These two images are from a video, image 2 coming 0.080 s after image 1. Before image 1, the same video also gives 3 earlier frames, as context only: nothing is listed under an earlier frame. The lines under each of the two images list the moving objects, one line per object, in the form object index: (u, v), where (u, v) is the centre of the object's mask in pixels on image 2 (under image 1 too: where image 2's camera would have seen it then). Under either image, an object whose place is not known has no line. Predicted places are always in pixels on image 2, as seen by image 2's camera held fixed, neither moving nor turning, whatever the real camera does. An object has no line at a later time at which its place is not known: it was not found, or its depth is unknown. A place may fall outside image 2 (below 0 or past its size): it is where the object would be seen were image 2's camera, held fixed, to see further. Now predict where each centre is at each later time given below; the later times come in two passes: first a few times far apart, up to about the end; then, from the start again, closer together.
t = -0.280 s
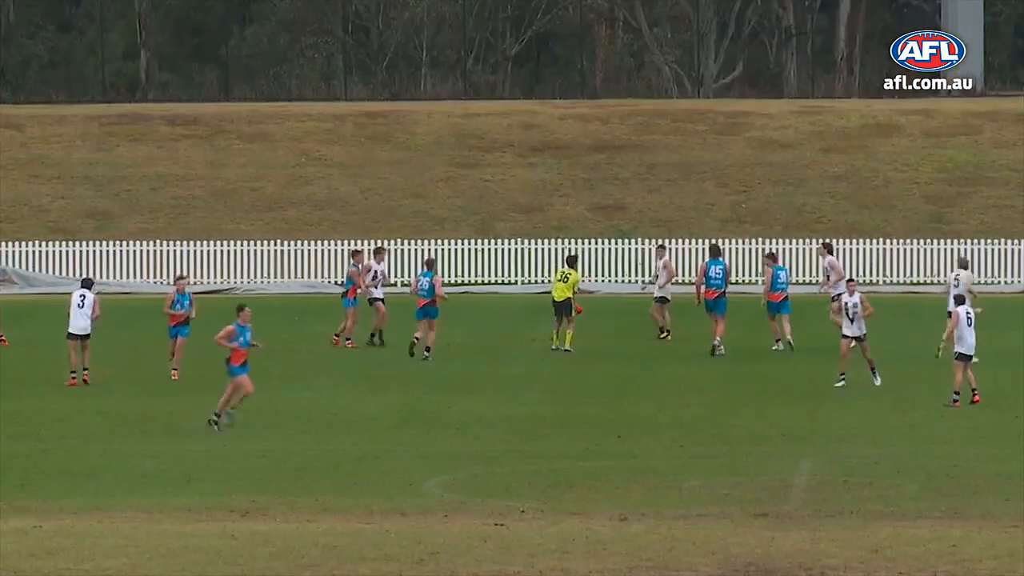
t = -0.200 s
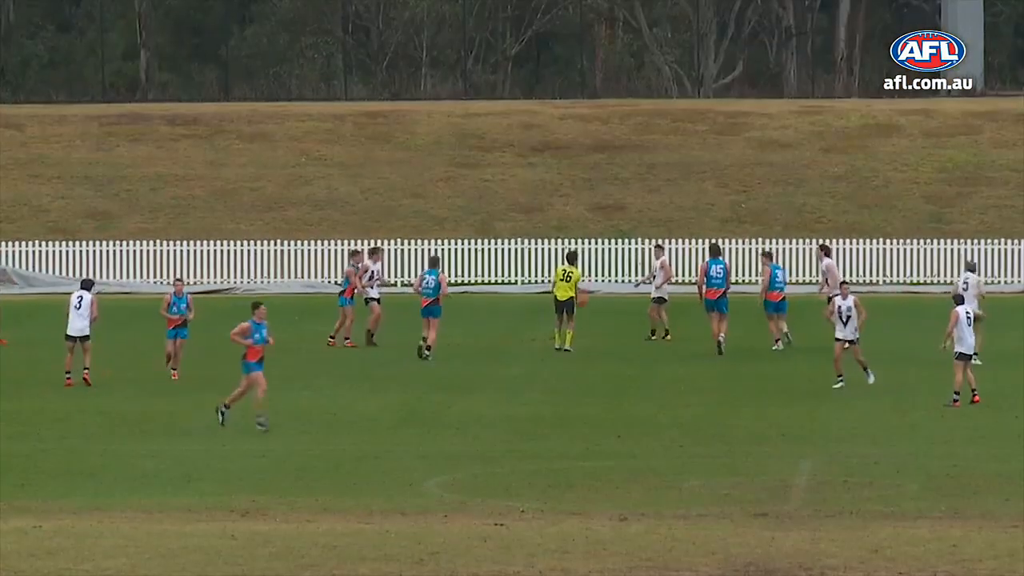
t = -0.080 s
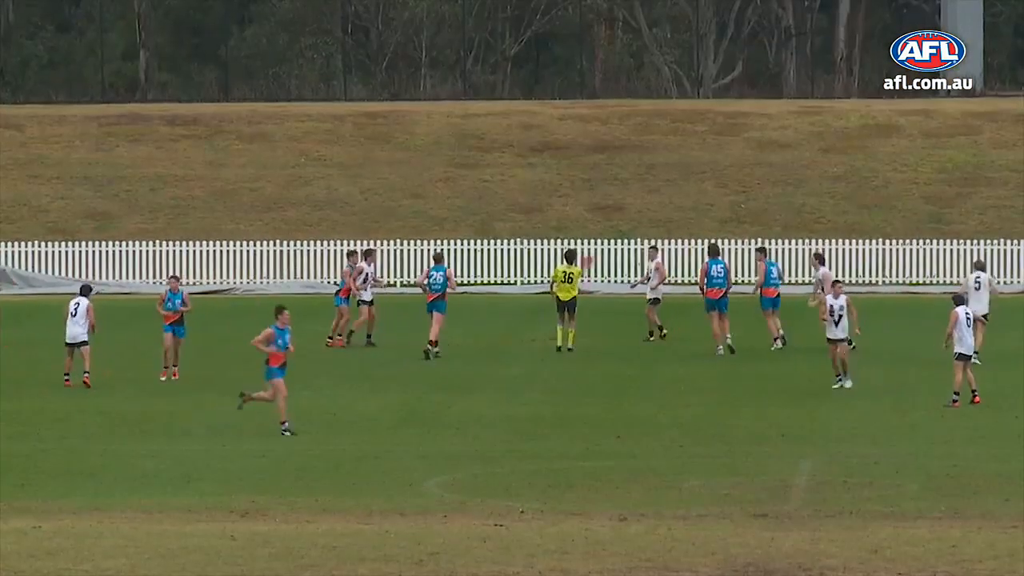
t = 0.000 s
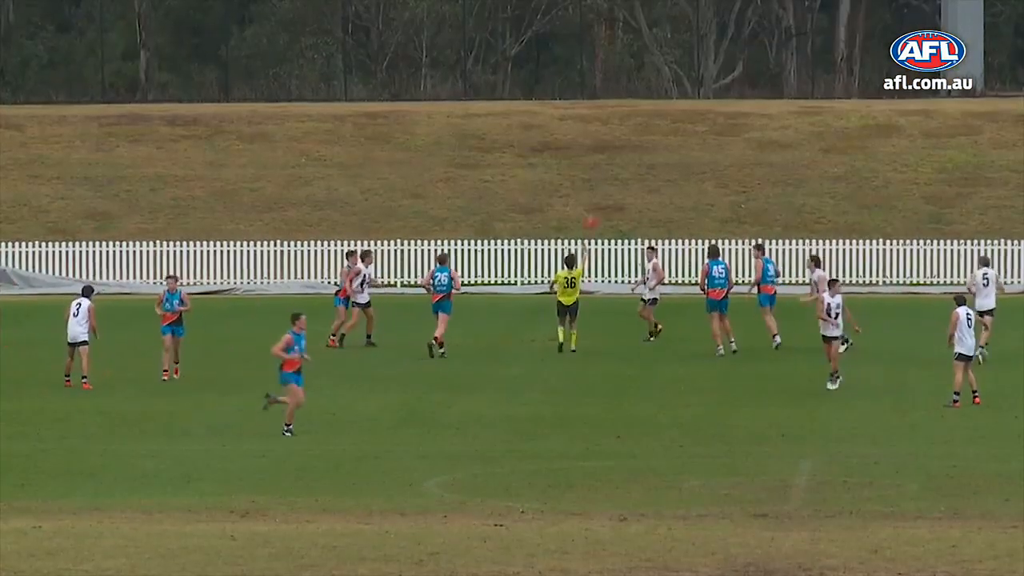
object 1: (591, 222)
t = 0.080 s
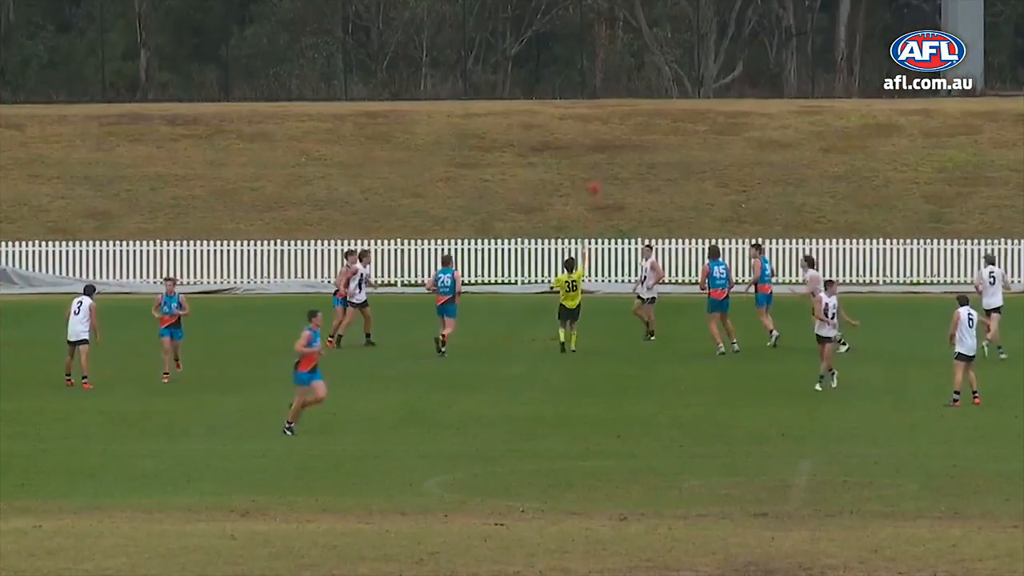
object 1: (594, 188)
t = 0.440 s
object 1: (605, 84)
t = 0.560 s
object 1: (608, 65)
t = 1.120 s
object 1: (626, 89)
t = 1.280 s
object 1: (631, 122)
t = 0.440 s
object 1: (605, 84)
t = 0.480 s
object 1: (607, 75)
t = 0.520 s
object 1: (607, 69)
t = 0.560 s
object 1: (608, 65)
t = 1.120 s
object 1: (626, 89)
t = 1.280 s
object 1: (631, 122)
